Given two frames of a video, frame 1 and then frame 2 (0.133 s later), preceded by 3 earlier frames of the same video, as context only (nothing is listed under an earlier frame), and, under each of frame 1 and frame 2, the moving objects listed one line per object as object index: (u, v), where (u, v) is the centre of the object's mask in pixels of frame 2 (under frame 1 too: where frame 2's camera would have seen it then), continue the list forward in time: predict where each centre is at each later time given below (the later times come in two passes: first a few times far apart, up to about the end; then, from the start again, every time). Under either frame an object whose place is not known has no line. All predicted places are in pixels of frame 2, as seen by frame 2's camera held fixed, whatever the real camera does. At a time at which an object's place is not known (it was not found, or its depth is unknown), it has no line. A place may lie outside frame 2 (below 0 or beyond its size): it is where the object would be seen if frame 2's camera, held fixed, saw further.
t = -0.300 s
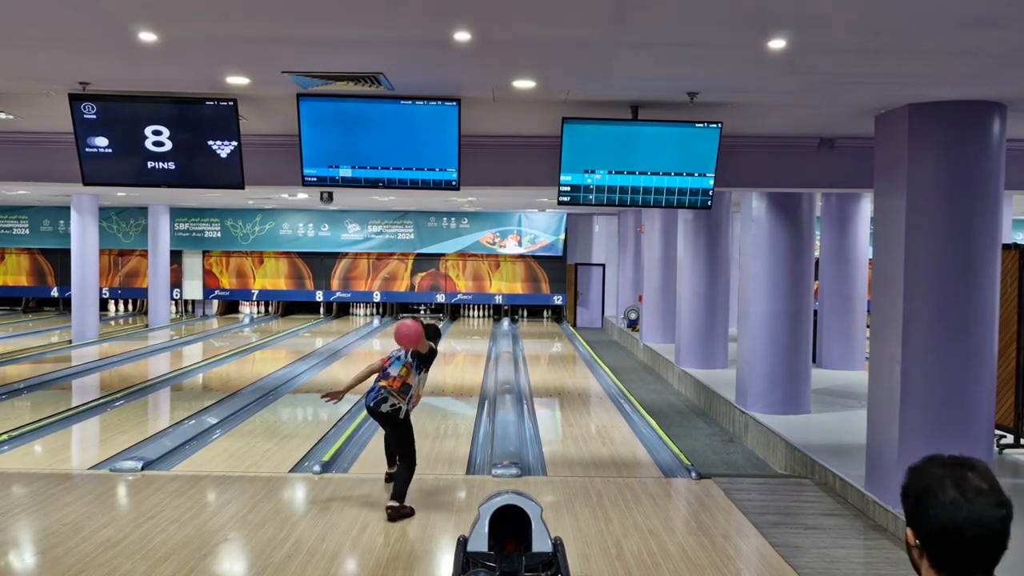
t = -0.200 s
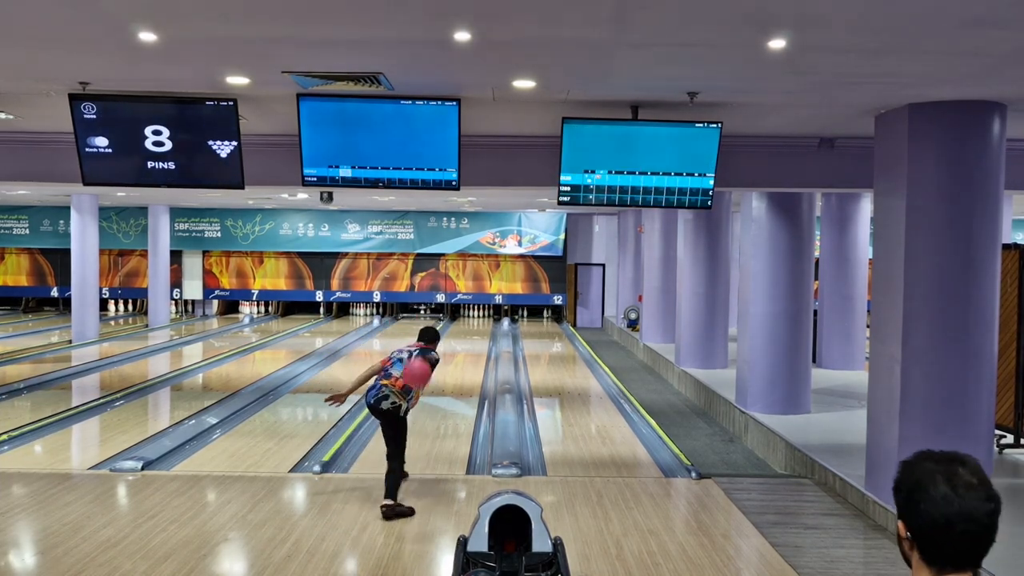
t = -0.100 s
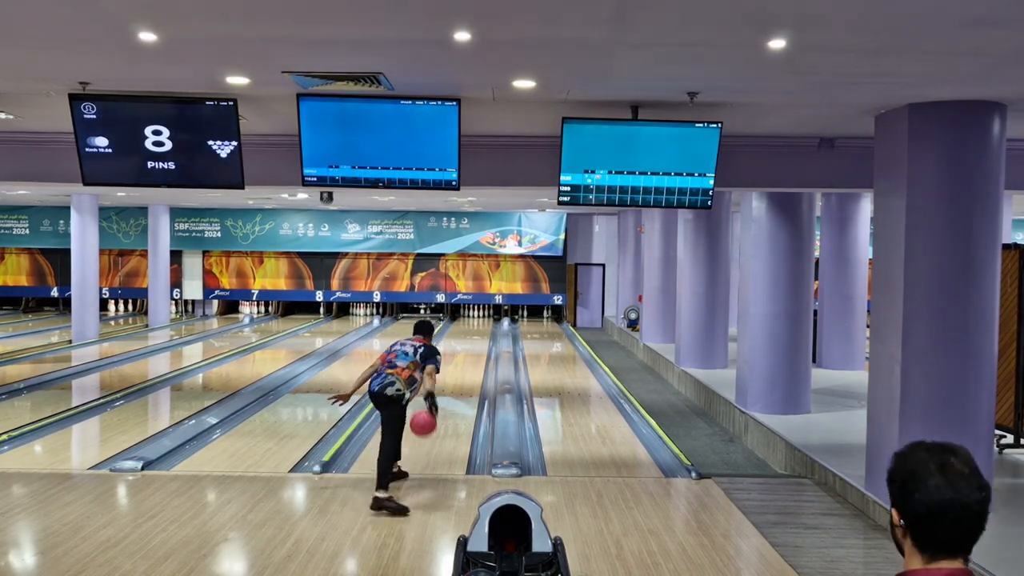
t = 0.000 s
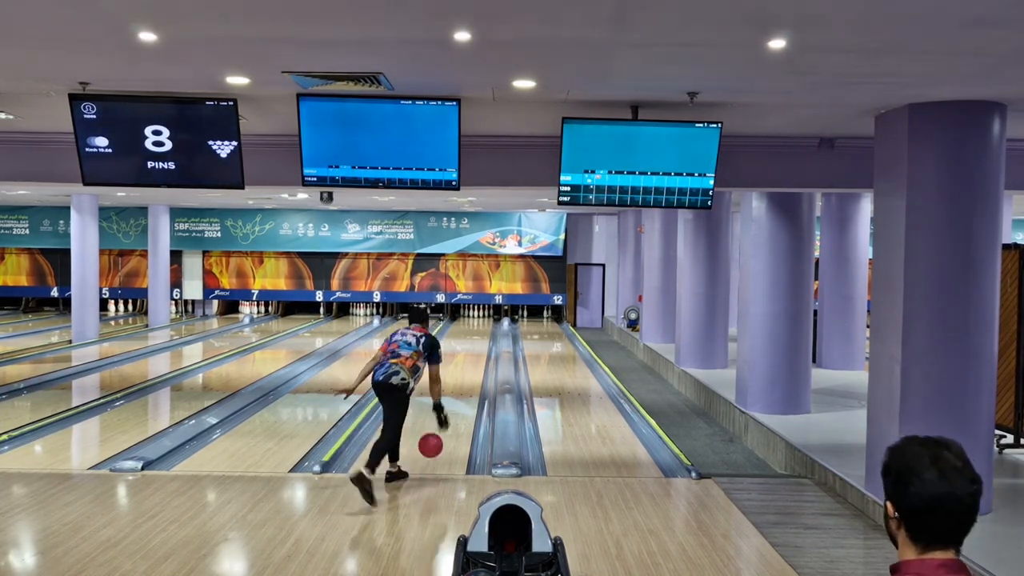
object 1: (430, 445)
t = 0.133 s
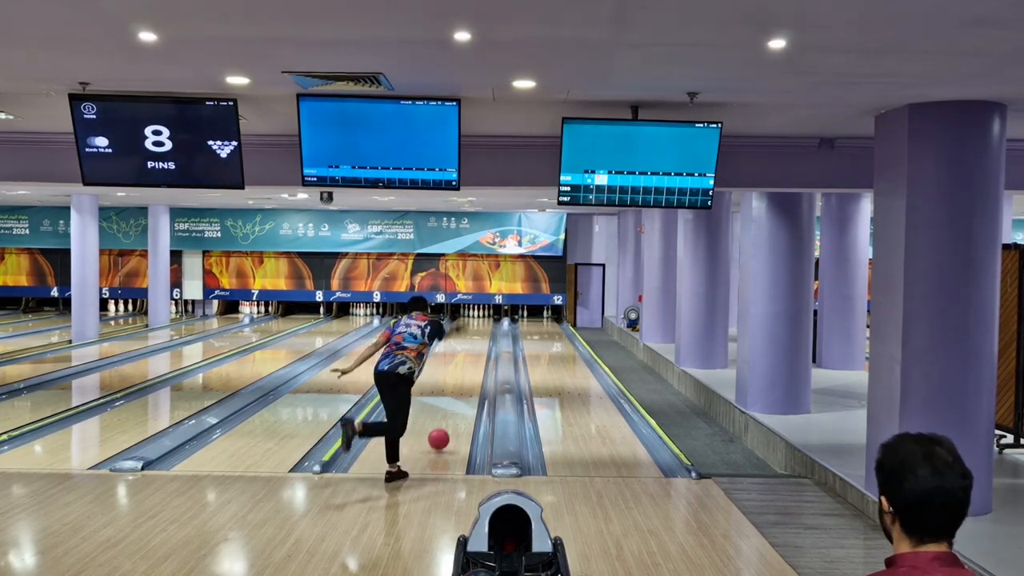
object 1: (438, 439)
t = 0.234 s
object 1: (443, 425)
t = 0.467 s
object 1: (452, 397)
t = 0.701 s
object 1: (458, 376)
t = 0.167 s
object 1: (440, 433)
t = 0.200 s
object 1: (442, 429)
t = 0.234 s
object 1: (443, 425)
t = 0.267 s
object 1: (445, 420)
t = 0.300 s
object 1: (446, 416)
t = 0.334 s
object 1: (448, 412)
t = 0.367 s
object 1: (449, 407)
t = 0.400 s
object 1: (450, 404)
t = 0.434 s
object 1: (451, 400)
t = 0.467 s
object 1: (452, 397)
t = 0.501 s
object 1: (453, 394)
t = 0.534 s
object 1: (454, 390)
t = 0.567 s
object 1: (455, 387)
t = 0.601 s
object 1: (456, 384)
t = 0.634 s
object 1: (457, 382)
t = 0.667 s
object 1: (458, 379)
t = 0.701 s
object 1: (458, 376)
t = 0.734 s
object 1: (459, 374)
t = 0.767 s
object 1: (460, 372)
